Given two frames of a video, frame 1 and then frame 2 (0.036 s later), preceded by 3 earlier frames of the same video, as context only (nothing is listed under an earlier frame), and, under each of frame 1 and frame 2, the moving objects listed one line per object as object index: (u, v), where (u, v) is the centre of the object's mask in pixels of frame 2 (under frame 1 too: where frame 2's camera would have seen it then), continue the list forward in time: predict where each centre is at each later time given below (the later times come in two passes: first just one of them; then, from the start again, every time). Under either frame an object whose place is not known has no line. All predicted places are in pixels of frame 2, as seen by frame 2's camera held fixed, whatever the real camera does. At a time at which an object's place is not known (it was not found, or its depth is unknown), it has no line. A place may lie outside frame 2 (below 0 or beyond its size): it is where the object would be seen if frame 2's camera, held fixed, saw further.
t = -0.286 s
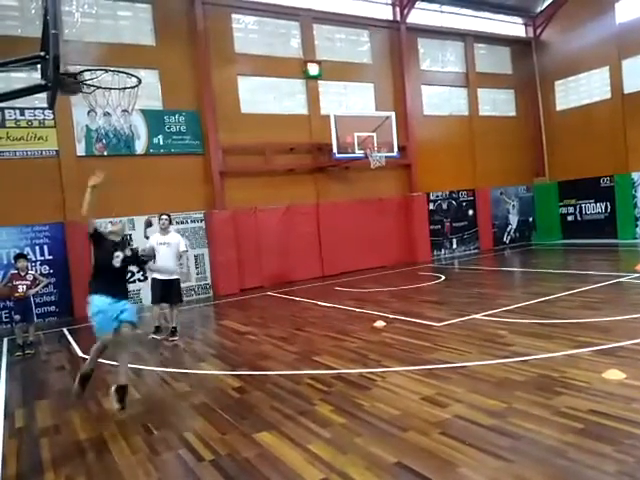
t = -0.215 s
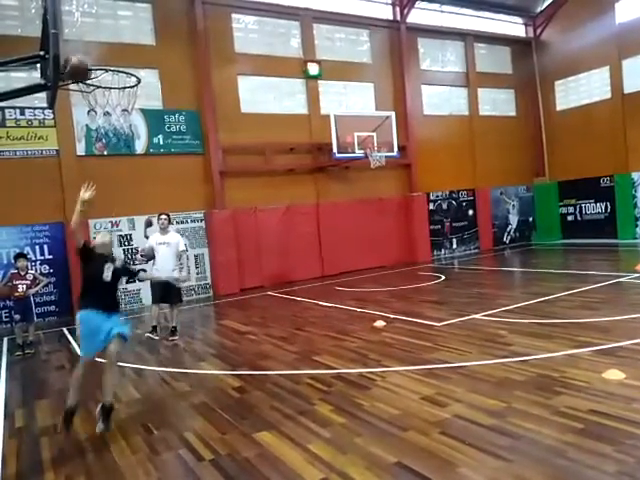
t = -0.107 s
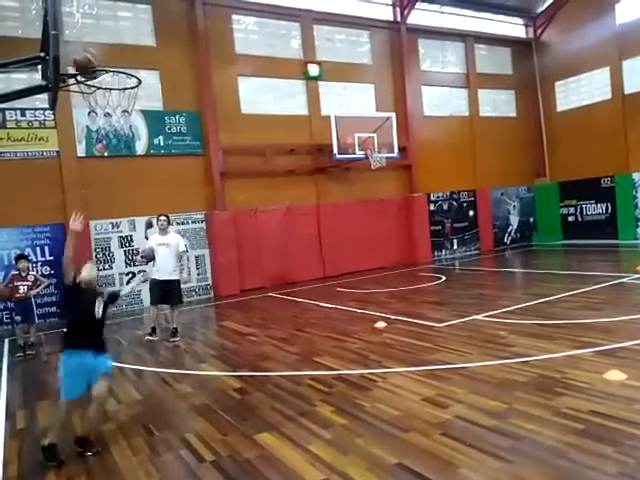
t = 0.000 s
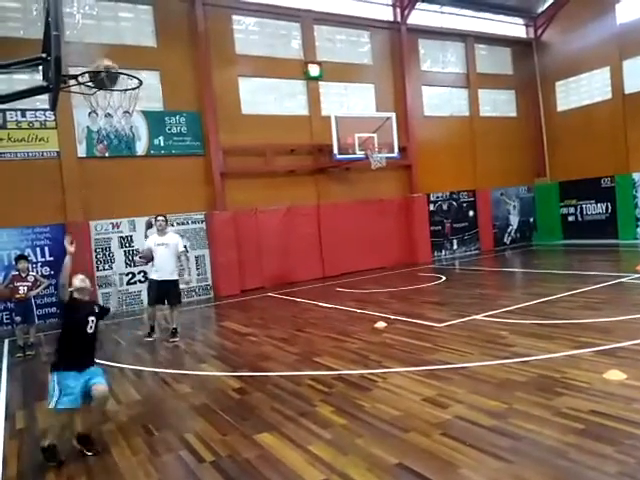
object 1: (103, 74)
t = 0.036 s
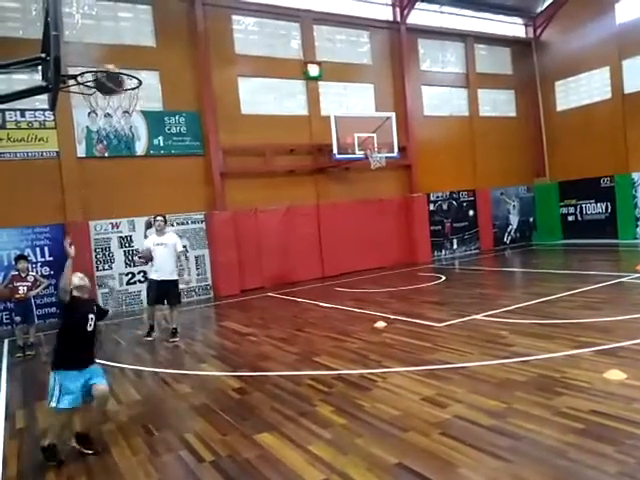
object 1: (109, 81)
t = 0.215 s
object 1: (132, 123)
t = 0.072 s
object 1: (114, 90)
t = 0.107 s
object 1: (120, 99)
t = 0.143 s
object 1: (126, 108)
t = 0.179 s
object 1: (129, 112)
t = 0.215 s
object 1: (132, 123)
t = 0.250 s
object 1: (138, 134)
